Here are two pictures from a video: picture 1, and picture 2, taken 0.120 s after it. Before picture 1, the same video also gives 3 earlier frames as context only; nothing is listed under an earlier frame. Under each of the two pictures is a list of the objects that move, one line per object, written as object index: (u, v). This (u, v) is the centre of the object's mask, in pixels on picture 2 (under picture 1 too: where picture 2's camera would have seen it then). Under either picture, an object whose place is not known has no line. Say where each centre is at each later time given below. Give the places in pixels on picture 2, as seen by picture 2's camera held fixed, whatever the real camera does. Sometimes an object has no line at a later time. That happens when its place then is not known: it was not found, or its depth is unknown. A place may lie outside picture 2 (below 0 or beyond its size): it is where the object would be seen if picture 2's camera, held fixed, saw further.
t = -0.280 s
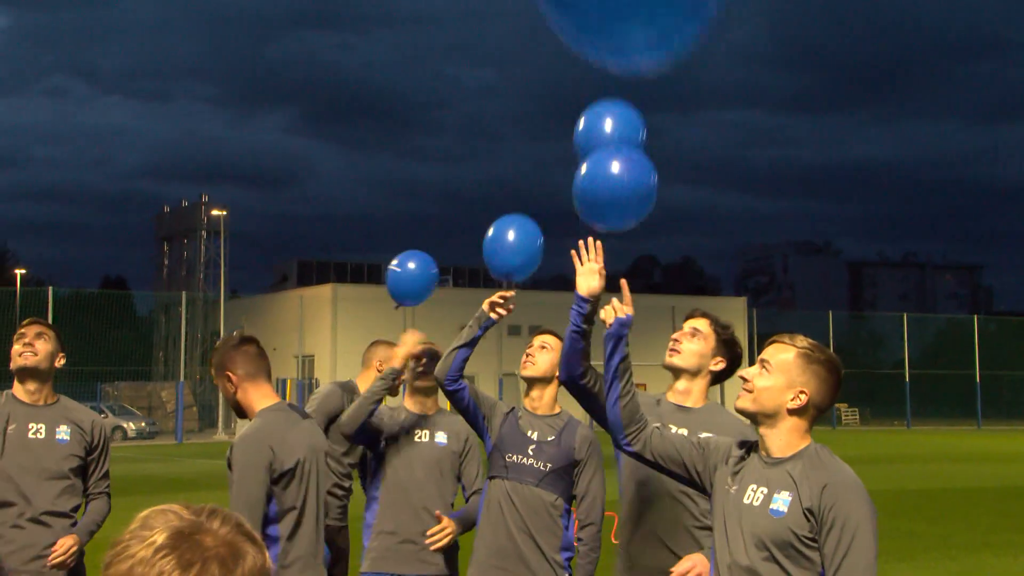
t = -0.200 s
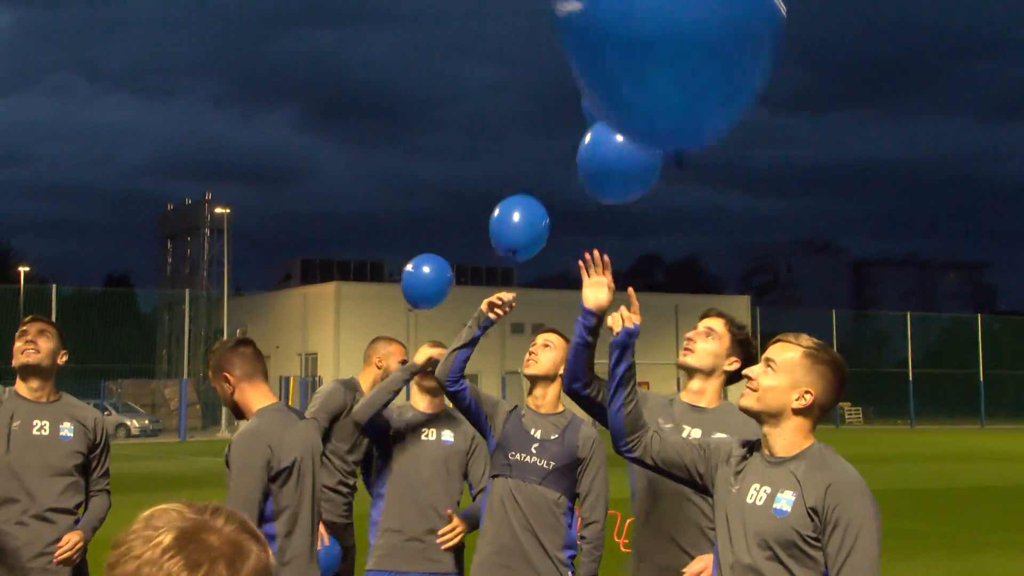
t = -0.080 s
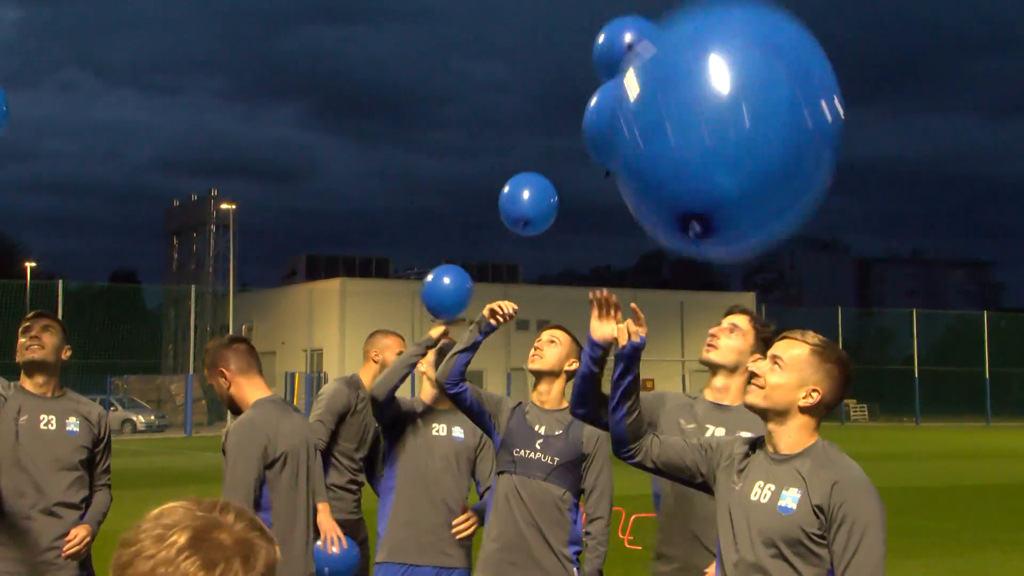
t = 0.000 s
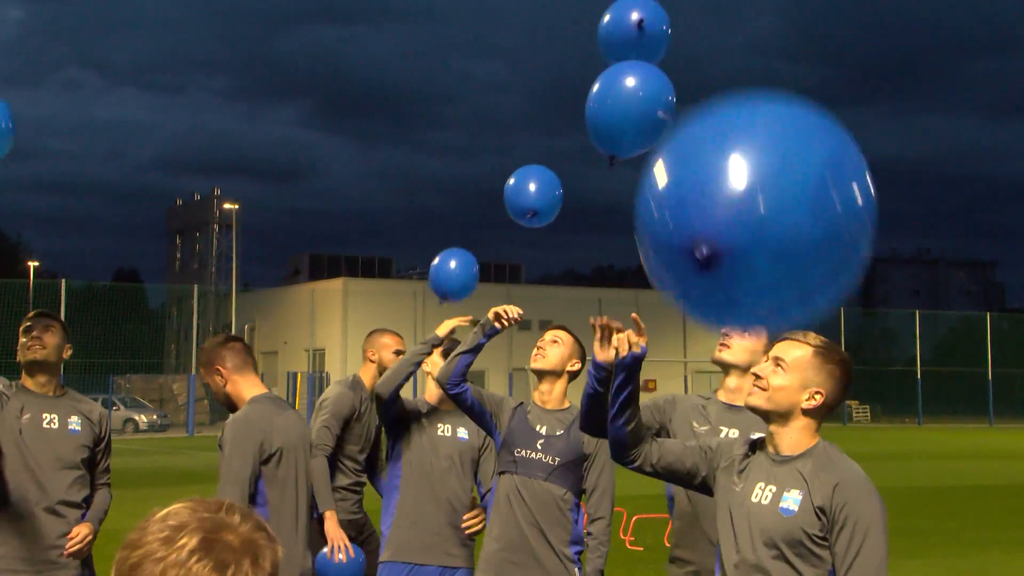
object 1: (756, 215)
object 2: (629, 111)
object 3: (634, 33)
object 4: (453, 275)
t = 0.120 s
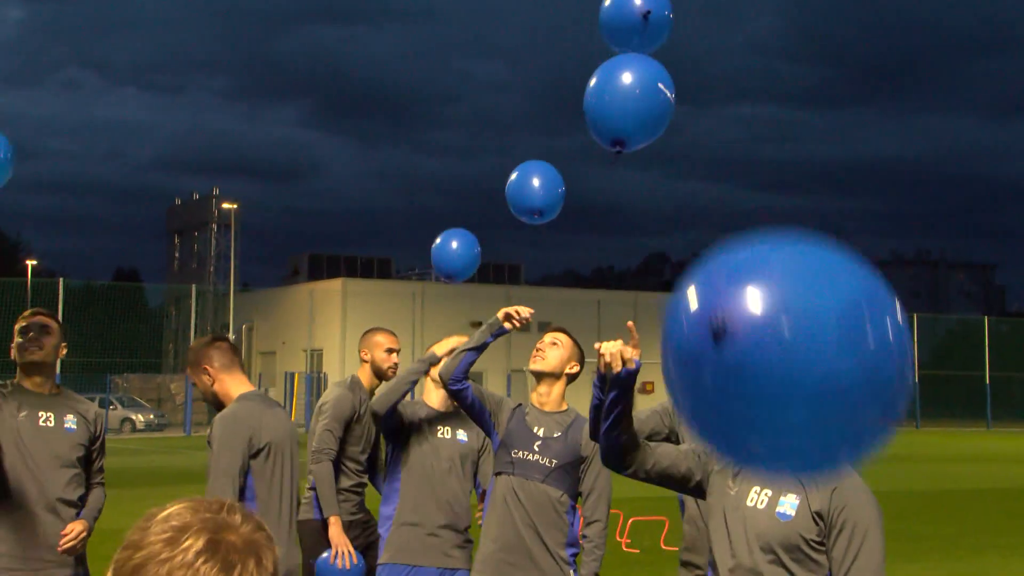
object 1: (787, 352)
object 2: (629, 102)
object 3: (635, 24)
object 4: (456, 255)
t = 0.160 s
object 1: (797, 403)
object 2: (628, 103)
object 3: (635, 22)
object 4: (457, 251)
